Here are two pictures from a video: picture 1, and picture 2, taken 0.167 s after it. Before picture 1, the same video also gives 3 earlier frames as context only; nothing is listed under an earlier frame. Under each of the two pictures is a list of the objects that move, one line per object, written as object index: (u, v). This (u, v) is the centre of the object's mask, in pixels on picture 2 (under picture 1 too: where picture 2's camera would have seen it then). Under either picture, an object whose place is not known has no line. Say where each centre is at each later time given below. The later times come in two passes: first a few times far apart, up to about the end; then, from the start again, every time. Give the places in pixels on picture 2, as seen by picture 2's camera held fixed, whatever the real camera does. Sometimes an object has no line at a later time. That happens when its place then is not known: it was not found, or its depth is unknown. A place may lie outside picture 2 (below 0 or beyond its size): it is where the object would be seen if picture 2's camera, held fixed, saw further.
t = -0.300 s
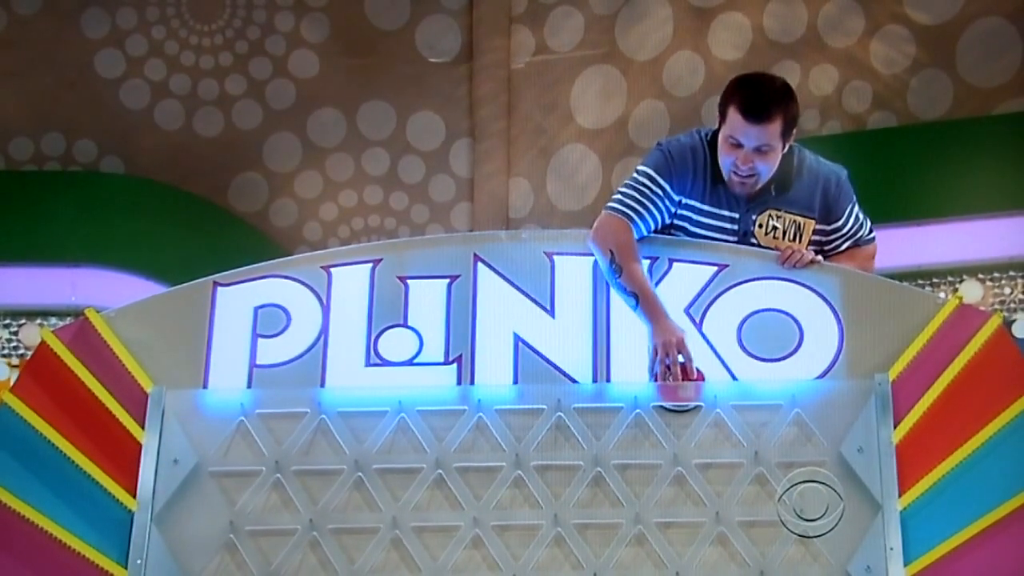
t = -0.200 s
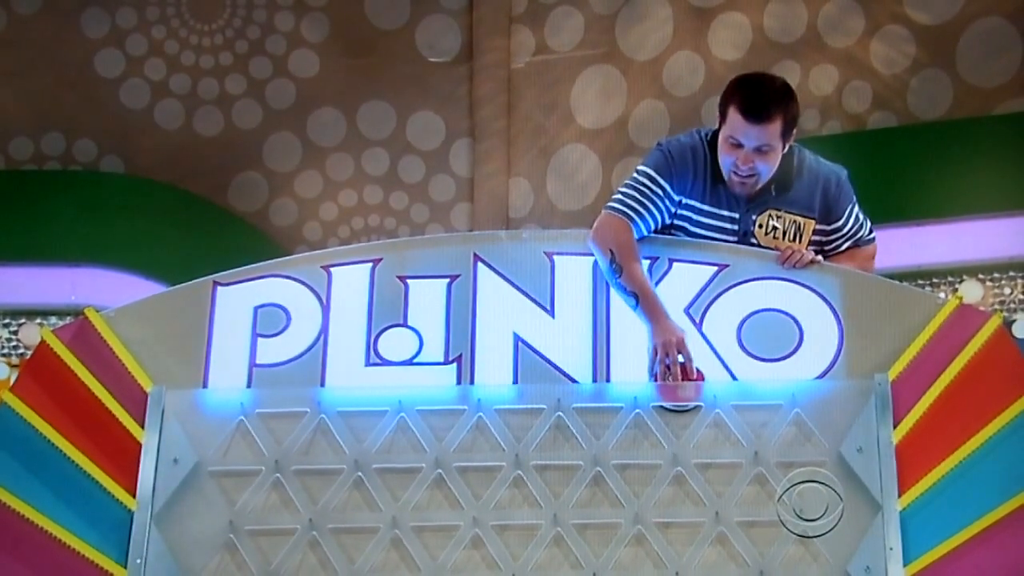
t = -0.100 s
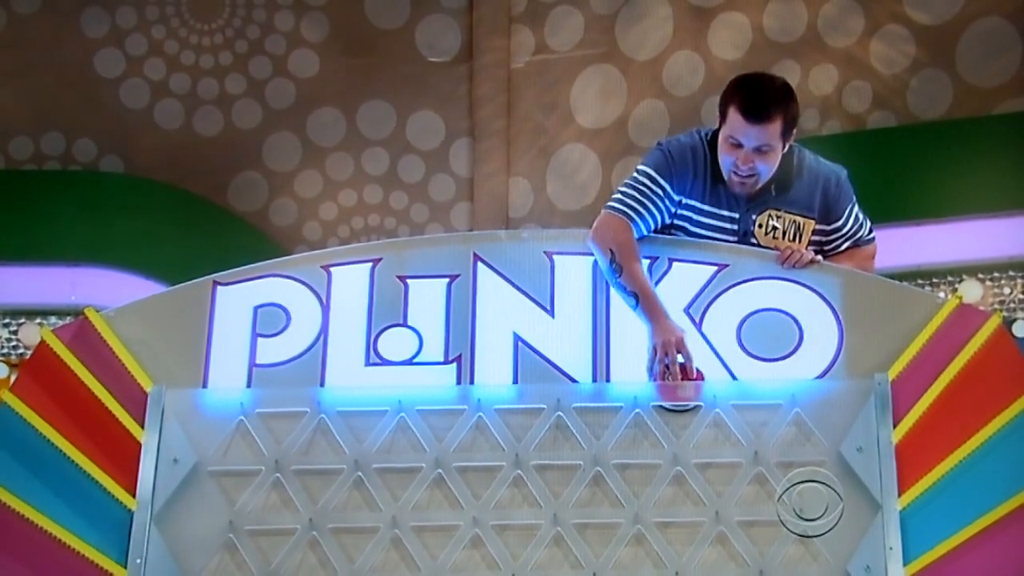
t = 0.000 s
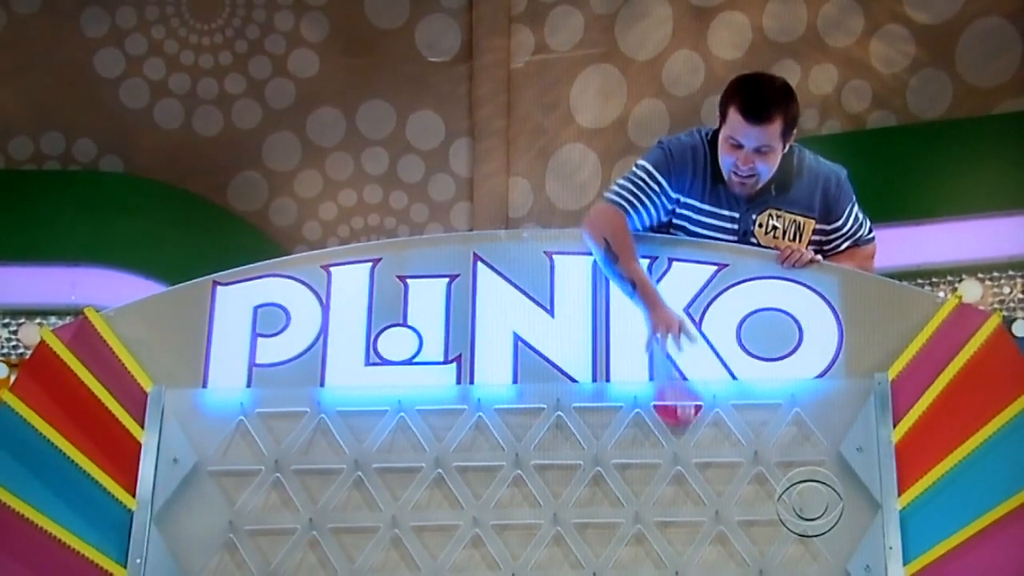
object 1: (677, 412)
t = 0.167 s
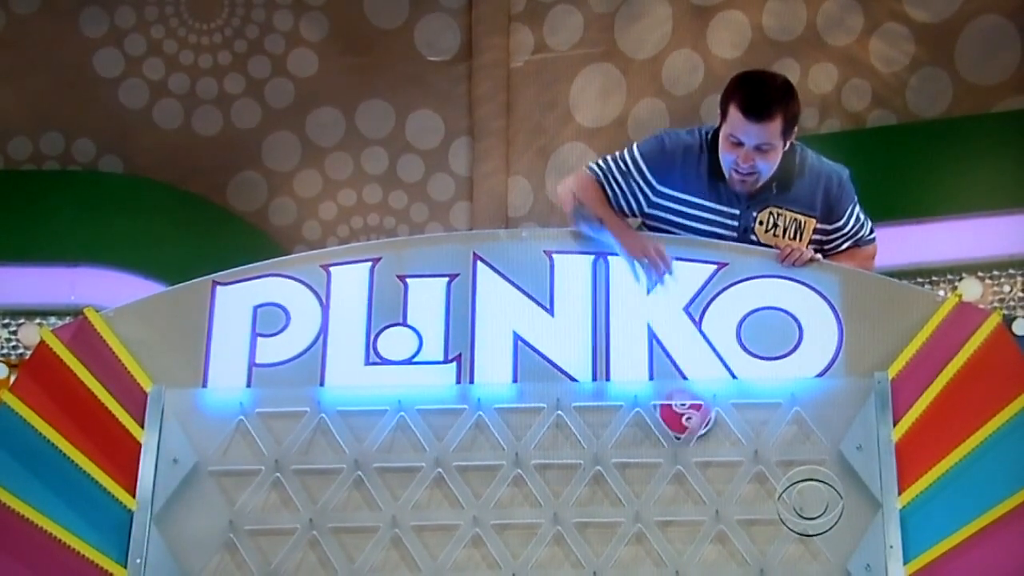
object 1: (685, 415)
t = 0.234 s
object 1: (683, 424)
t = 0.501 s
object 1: (707, 435)
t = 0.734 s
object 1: (736, 485)
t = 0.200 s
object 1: (684, 418)
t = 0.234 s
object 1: (683, 424)
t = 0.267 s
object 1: (683, 426)
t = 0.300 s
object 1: (685, 423)
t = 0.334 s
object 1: (687, 421)
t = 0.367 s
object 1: (689, 422)
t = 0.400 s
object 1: (691, 424)
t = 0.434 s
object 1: (692, 429)
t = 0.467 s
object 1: (698, 432)
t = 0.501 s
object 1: (707, 435)
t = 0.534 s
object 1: (716, 441)
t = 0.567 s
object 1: (722, 448)
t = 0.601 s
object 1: (717, 452)
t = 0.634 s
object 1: (712, 457)
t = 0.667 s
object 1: (718, 461)
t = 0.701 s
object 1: (729, 472)
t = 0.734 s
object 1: (736, 485)
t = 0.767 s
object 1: (748, 498)
